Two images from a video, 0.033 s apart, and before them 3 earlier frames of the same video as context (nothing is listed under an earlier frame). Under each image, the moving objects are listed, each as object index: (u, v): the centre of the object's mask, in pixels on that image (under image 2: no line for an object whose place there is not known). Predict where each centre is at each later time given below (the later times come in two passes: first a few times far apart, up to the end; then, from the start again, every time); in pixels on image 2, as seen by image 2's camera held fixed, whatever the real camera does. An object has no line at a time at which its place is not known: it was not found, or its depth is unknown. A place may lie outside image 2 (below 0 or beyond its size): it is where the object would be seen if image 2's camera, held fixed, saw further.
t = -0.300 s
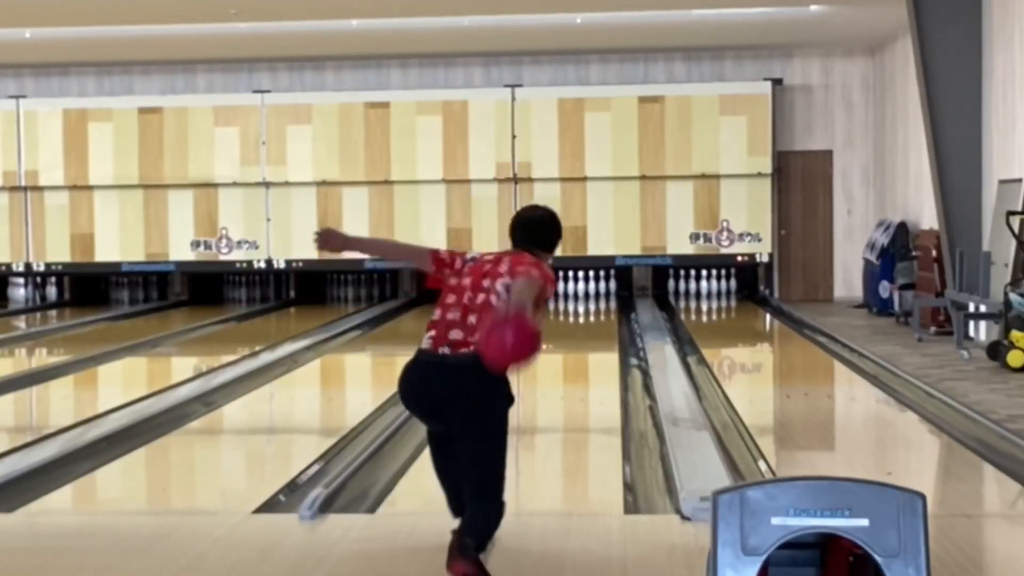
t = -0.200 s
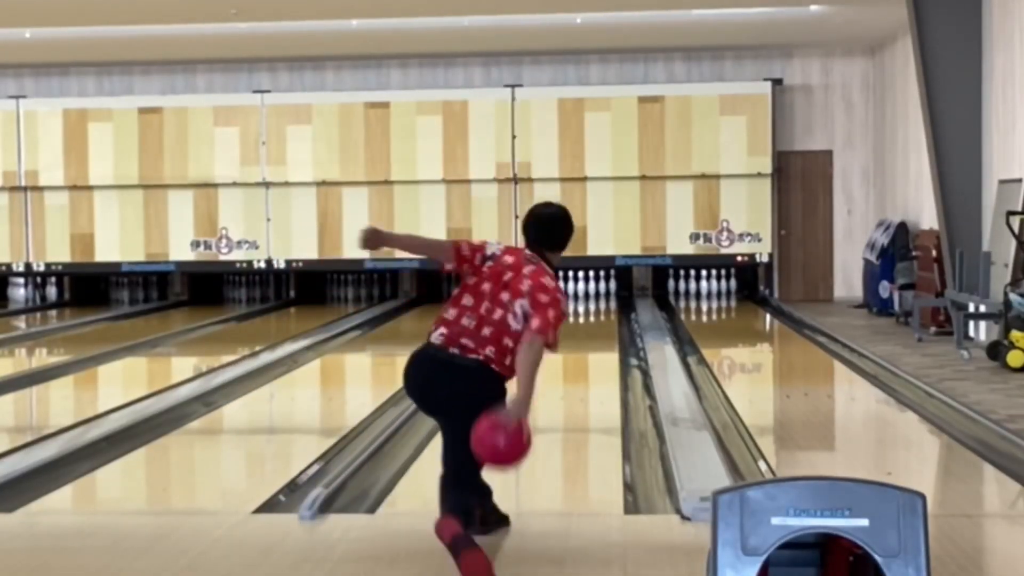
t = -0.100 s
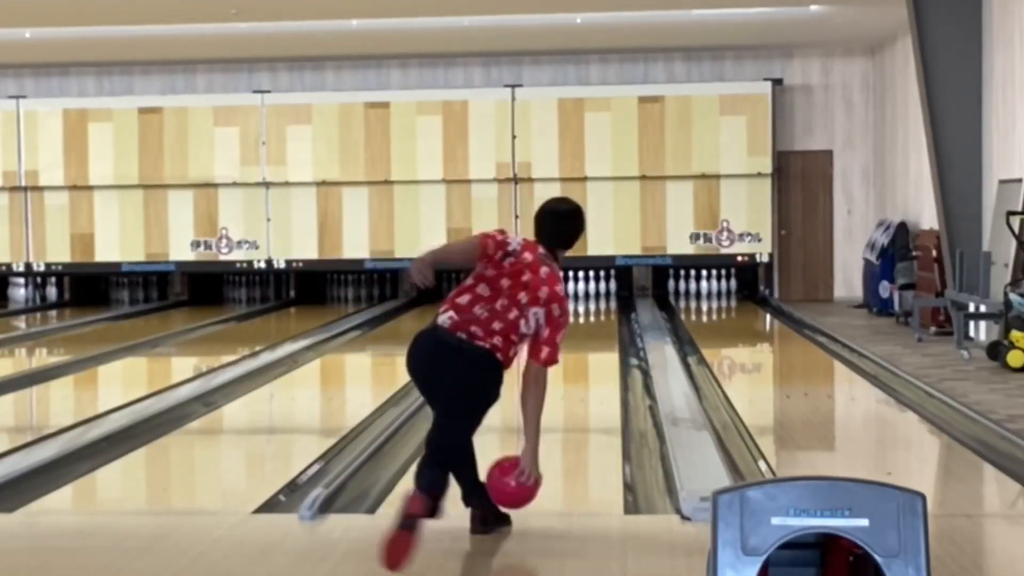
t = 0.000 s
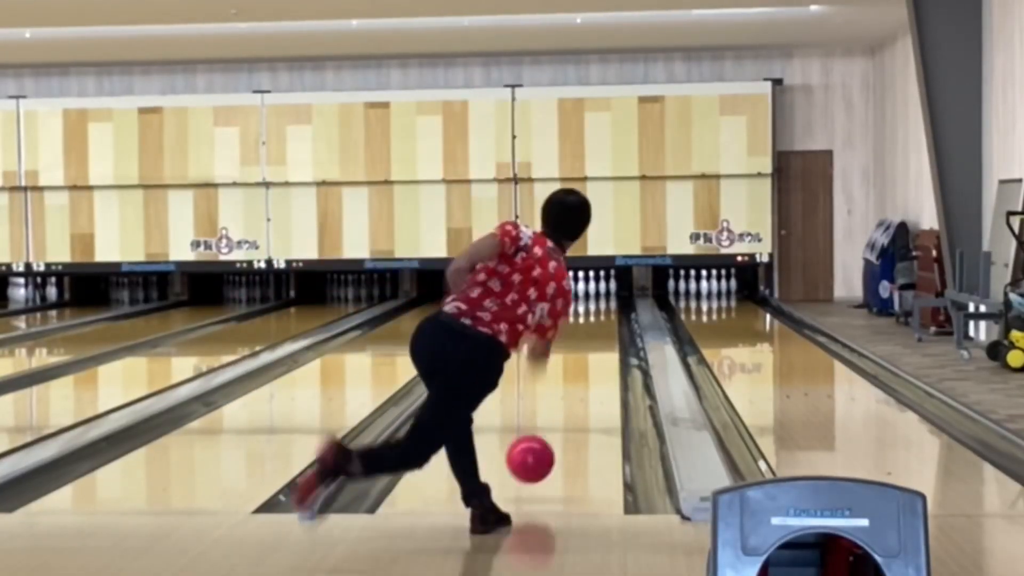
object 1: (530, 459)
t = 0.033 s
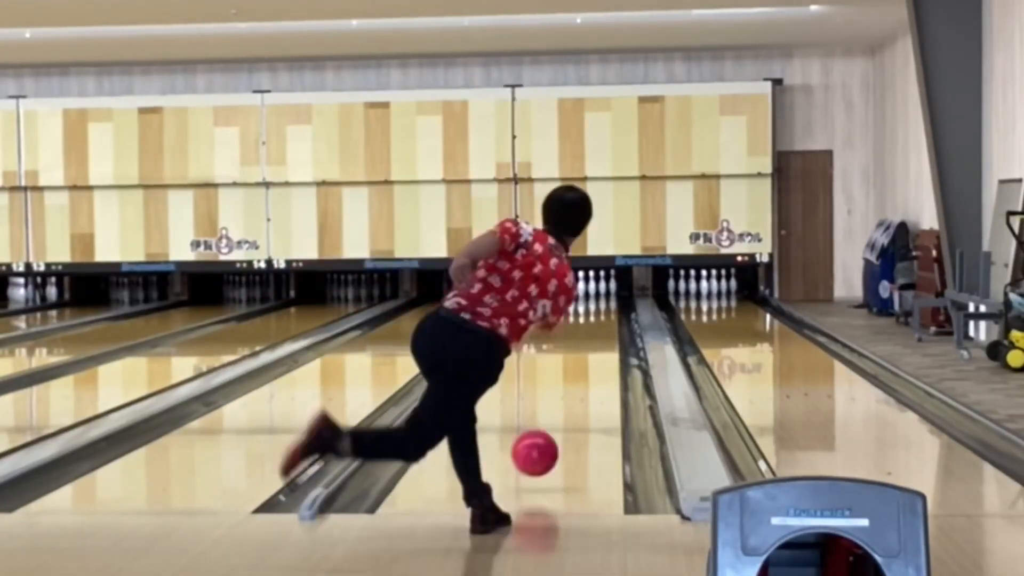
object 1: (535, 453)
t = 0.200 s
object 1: (554, 431)
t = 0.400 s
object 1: (571, 399)
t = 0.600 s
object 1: (582, 375)
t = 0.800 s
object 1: (591, 357)
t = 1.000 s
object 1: (597, 342)
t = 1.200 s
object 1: (601, 330)
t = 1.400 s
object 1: (603, 321)
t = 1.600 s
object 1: (604, 311)
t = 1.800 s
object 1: (604, 306)
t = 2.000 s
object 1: (602, 300)
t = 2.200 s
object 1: (597, 295)
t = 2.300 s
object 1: (593, 294)
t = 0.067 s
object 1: (539, 450)
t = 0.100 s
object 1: (543, 449)
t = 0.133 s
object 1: (547, 443)
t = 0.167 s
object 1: (551, 436)
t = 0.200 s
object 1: (554, 431)
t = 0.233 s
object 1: (558, 425)
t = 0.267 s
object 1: (560, 419)
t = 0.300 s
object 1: (563, 414)
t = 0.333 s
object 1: (566, 409)
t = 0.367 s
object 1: (568, 404)
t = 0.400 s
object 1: (571, 399)
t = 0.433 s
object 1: (573, 395)
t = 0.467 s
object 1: (575, 390)
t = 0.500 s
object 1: (577, 386)
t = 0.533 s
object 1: (579, 382)
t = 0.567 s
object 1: (581, 379)
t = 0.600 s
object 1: (582, 375)
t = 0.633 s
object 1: (584, 371)
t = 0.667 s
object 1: (585, 368)
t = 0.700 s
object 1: (587, 365)
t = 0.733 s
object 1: (588, 362)
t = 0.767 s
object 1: (589, 359)
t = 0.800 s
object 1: (591, 357)
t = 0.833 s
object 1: (592, 354)
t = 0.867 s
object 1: (593, 352)
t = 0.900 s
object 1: (594, 349)
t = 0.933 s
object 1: (595, 346)
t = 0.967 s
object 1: (596, 344)
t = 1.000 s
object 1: (597, 342)
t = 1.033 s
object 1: (598, 340)
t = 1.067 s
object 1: (599, 338)
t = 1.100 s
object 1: (599, 336)
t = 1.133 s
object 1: (600, 334)
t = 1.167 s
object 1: (601, 332)
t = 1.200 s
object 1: (601, 330)
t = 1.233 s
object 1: (601, 329)
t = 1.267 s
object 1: (602, 327)
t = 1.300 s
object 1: (602, 325)
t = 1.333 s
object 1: (603, 323)
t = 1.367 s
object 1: (603, 322)
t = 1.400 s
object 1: (603, 321)
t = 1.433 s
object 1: (604, 319)
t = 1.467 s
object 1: (604, 318)
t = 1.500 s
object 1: (604, 316)
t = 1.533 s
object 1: (604, 315)
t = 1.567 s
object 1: (604, 314)
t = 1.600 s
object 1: (604, 311)
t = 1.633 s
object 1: (604, 311)
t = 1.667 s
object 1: (604, 310)
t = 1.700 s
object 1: (605, 309)
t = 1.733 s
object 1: (605, 308)
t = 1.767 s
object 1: (605, 307)
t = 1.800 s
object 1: (604, 306)
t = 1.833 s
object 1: (604, 305)
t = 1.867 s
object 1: (604, 304)
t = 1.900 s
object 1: (604, 303)
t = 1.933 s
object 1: (603, 302)
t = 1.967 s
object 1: (603, 302)
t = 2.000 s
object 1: (602, 300)
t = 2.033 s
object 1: (601, 299)
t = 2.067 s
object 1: (601, 299)
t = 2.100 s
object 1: (600, 297)
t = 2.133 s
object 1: (600, 297)
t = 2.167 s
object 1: (600, 297)
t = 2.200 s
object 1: (597, 295)
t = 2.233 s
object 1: (594, 295)
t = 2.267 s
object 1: (594, 295)
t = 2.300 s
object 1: (593, 294)
